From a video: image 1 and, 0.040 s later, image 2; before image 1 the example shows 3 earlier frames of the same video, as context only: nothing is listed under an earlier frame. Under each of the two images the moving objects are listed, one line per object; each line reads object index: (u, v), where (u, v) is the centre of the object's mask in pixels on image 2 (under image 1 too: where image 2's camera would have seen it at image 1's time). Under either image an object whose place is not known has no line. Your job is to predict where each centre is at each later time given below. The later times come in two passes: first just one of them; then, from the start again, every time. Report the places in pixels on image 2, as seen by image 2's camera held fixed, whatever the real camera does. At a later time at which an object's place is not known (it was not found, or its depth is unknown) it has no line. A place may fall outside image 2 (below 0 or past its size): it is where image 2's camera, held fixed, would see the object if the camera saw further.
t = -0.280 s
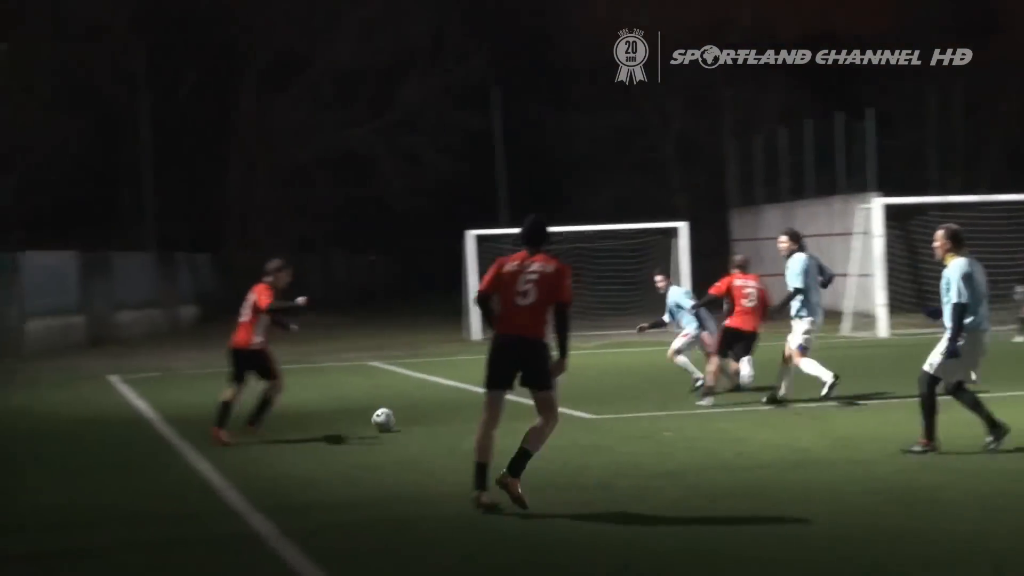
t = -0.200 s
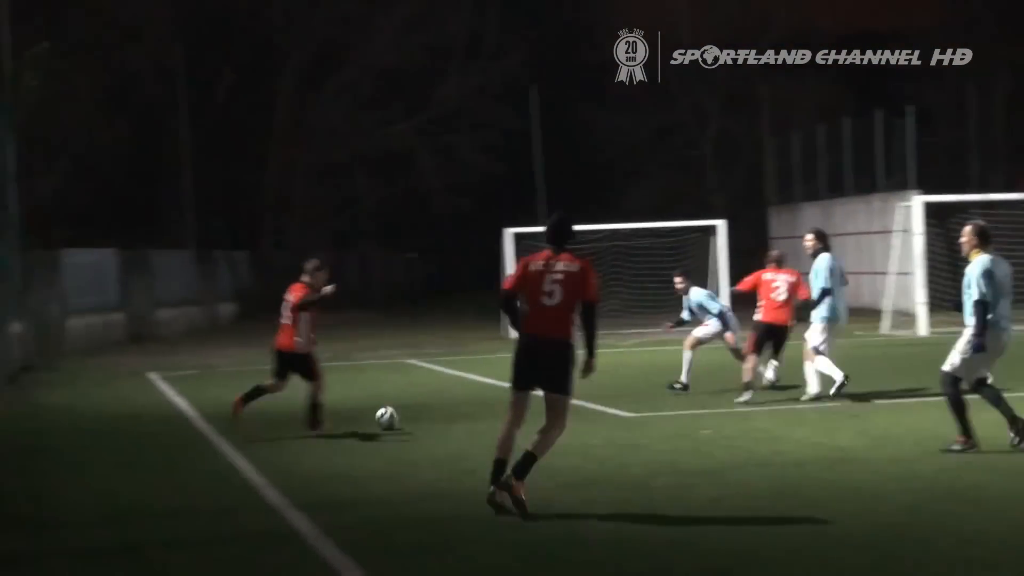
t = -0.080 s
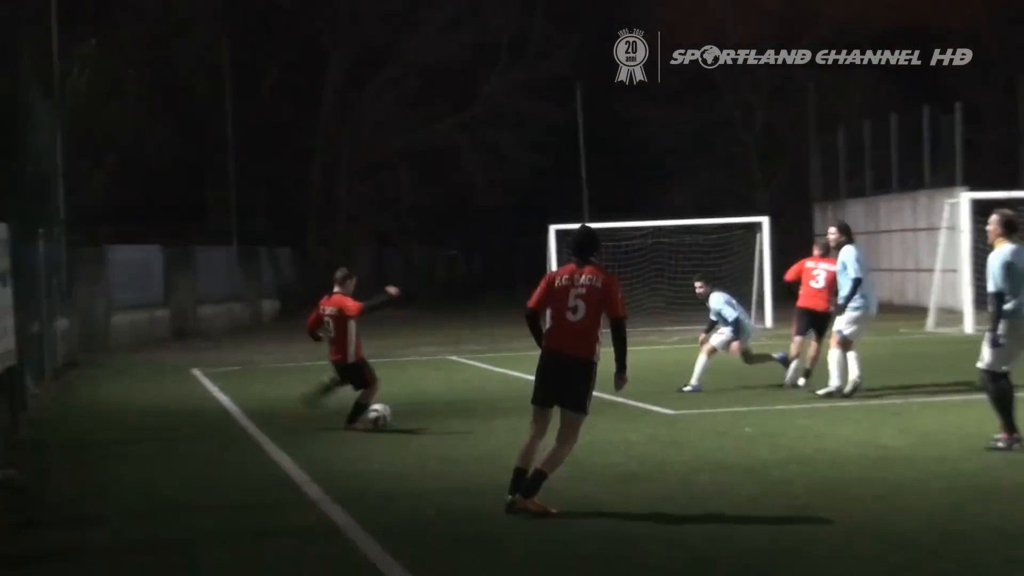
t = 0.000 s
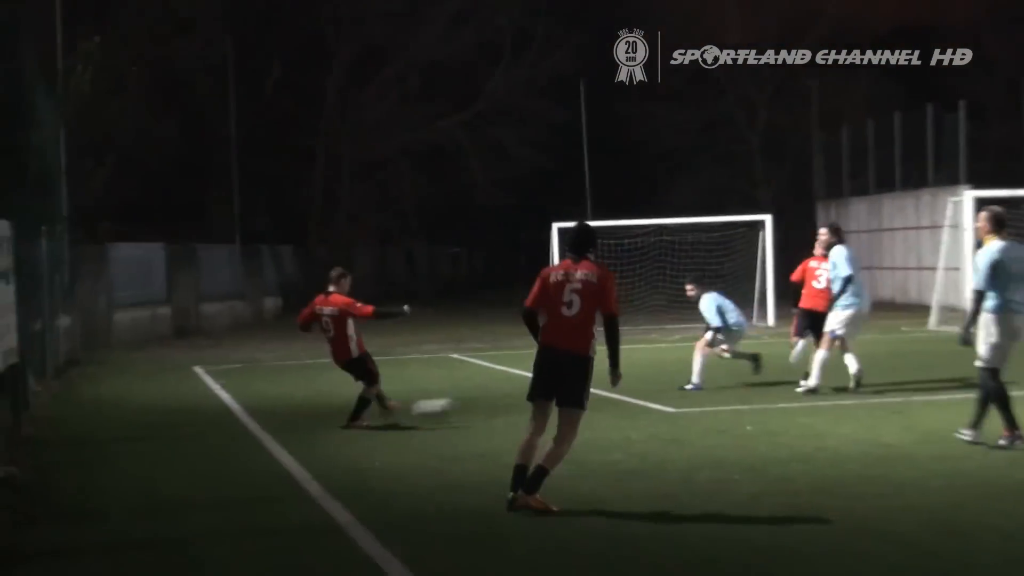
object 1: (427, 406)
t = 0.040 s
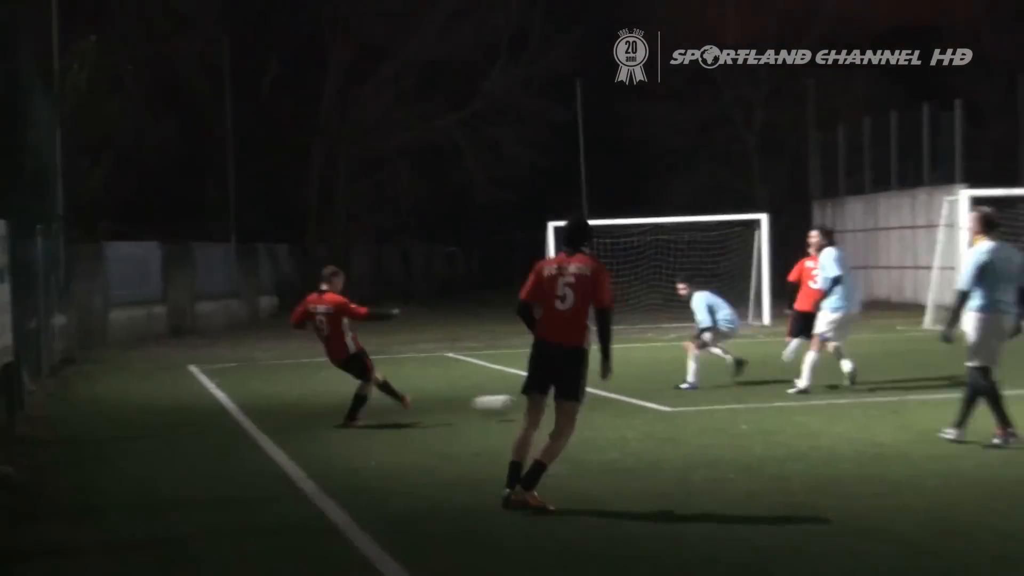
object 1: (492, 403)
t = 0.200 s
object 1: (753, 402)
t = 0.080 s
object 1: (551, 402)
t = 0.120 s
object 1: (622, 405)
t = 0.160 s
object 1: (690, 405)
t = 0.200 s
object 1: (753, 402)
